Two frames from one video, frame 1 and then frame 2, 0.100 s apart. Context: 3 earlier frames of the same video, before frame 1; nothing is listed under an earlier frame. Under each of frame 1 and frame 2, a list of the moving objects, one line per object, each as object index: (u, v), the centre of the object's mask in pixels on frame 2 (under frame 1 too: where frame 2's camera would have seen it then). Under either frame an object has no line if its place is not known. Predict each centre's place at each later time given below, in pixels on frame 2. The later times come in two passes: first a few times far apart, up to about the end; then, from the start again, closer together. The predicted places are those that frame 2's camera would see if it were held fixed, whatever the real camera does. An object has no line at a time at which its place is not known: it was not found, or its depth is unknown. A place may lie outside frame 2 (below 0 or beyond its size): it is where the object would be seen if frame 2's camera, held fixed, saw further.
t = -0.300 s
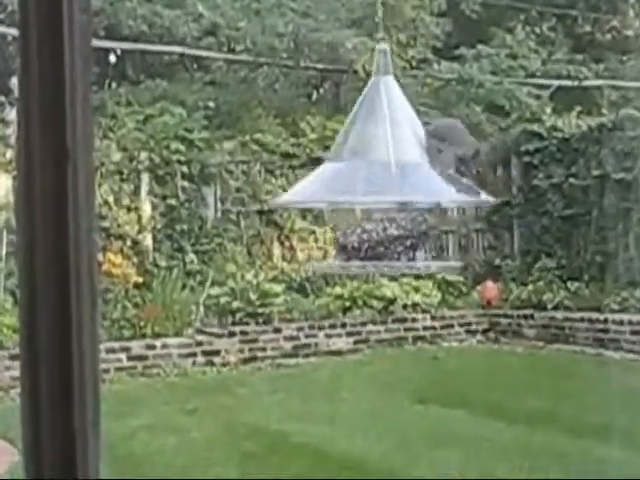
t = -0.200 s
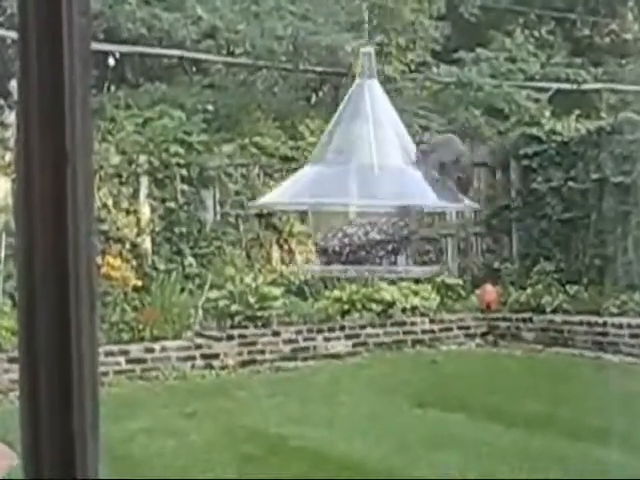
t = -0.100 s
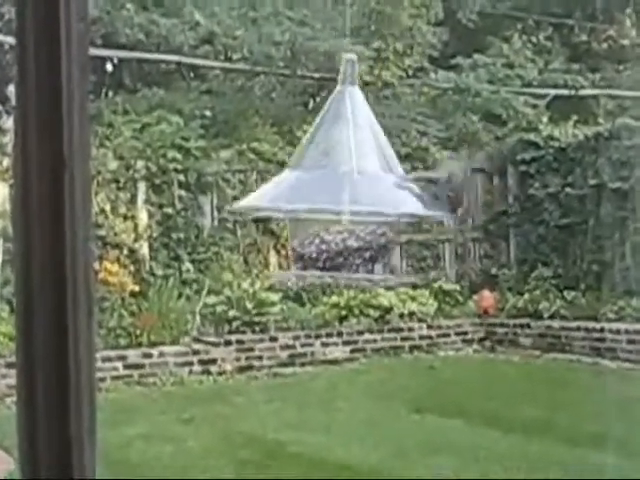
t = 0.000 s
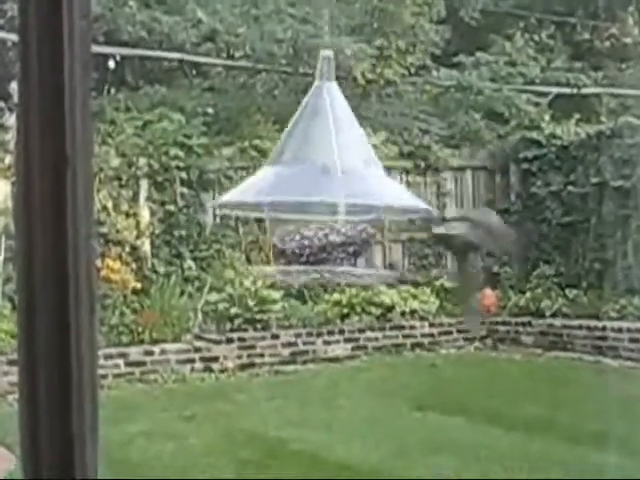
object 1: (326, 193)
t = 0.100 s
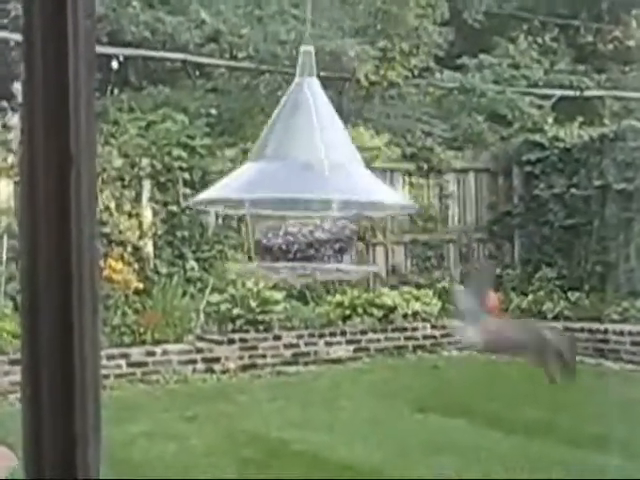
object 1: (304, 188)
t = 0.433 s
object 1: (267, 187)
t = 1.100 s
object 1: (365, 192)
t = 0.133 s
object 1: (299, 187)
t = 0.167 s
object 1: (292, 186)
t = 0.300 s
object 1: (276, 184)
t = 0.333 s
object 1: (273, 184)
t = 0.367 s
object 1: (270, 186)
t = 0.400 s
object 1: (268, 186)
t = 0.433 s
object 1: (267, 187)
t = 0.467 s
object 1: (266, 188)
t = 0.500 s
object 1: (266, 188)
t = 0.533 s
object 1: (266, 188)
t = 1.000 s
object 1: (340, 192)
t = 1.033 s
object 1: (348, 192)
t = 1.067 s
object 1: (357, 191)
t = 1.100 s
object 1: (365, 192)
